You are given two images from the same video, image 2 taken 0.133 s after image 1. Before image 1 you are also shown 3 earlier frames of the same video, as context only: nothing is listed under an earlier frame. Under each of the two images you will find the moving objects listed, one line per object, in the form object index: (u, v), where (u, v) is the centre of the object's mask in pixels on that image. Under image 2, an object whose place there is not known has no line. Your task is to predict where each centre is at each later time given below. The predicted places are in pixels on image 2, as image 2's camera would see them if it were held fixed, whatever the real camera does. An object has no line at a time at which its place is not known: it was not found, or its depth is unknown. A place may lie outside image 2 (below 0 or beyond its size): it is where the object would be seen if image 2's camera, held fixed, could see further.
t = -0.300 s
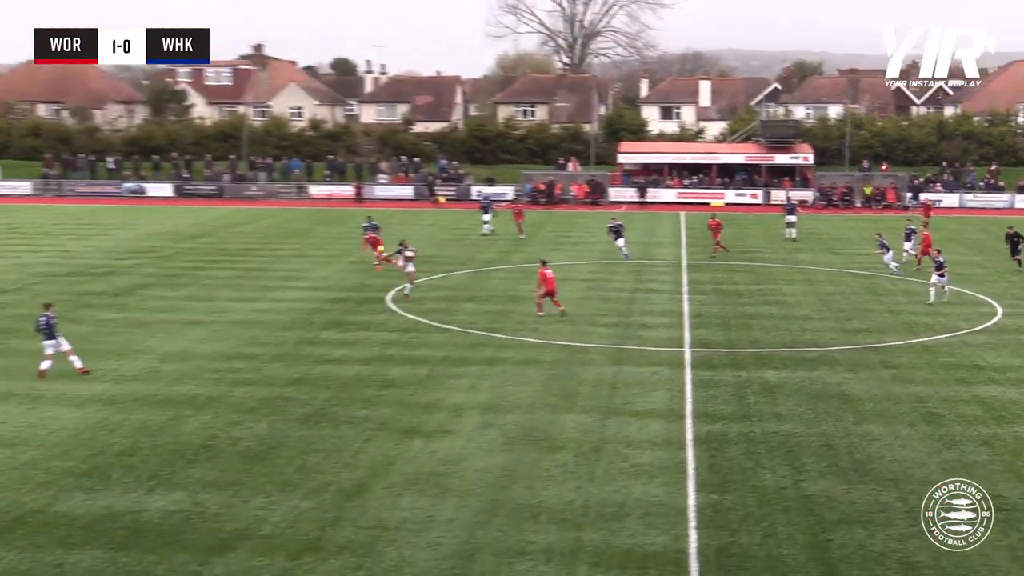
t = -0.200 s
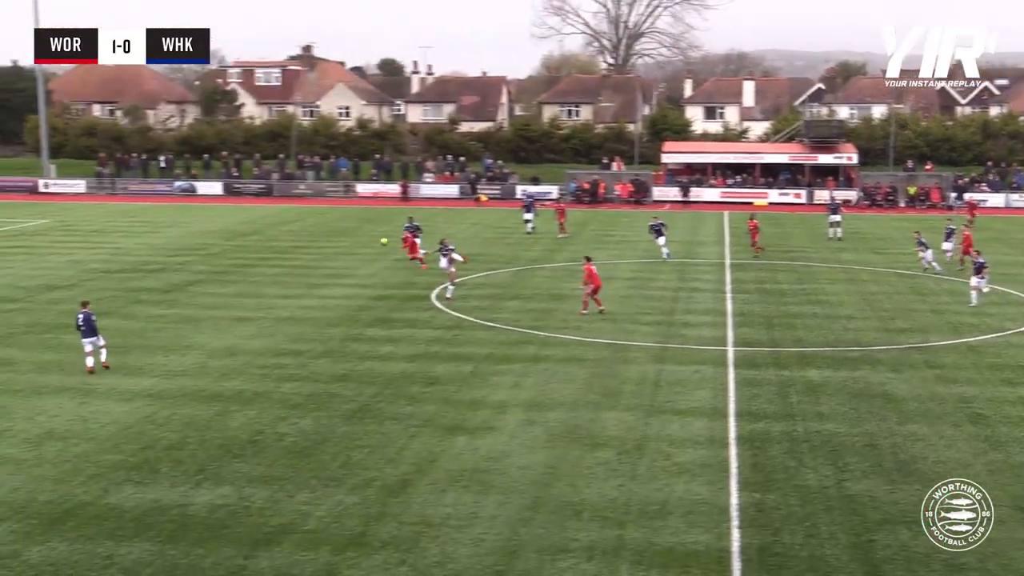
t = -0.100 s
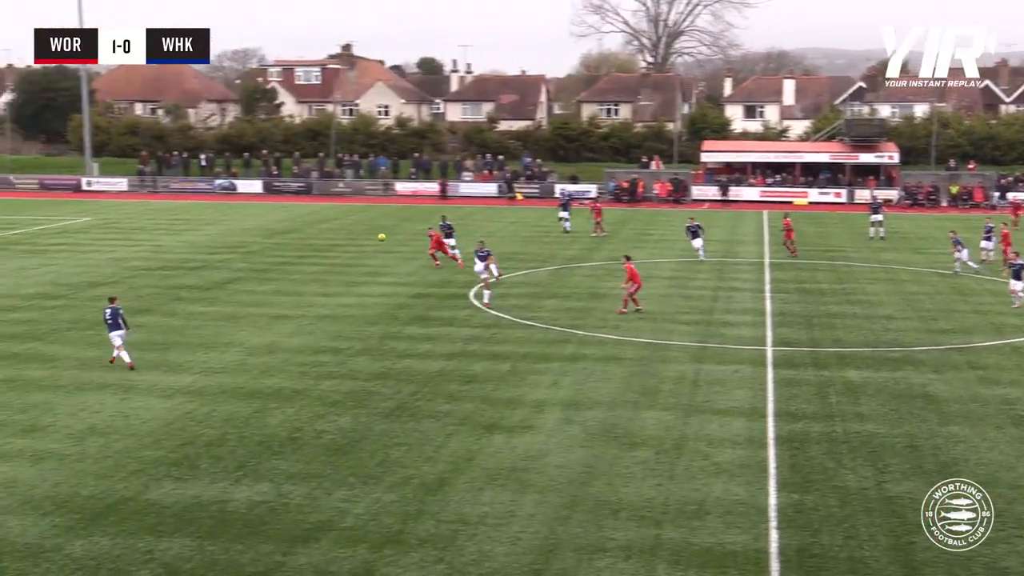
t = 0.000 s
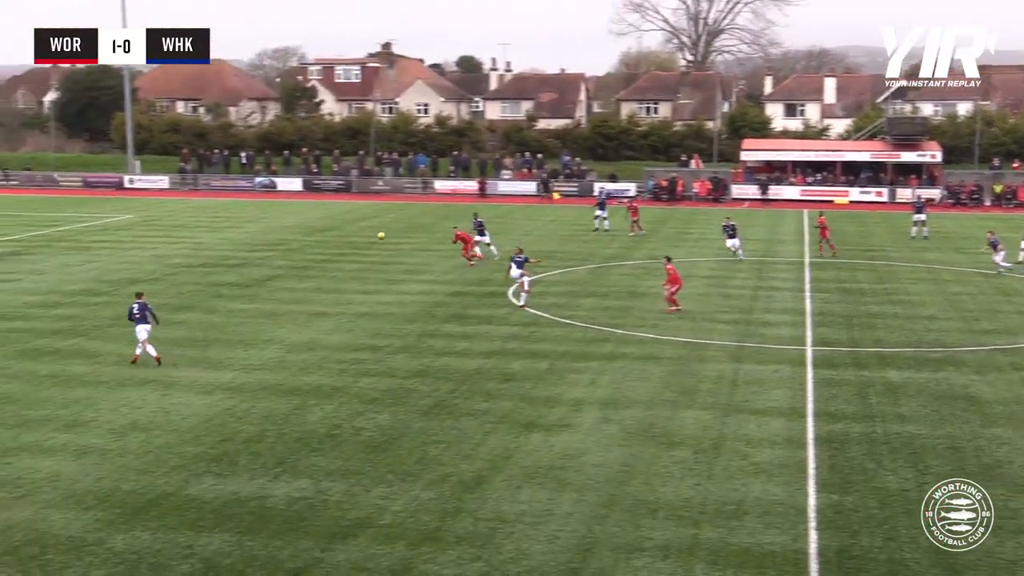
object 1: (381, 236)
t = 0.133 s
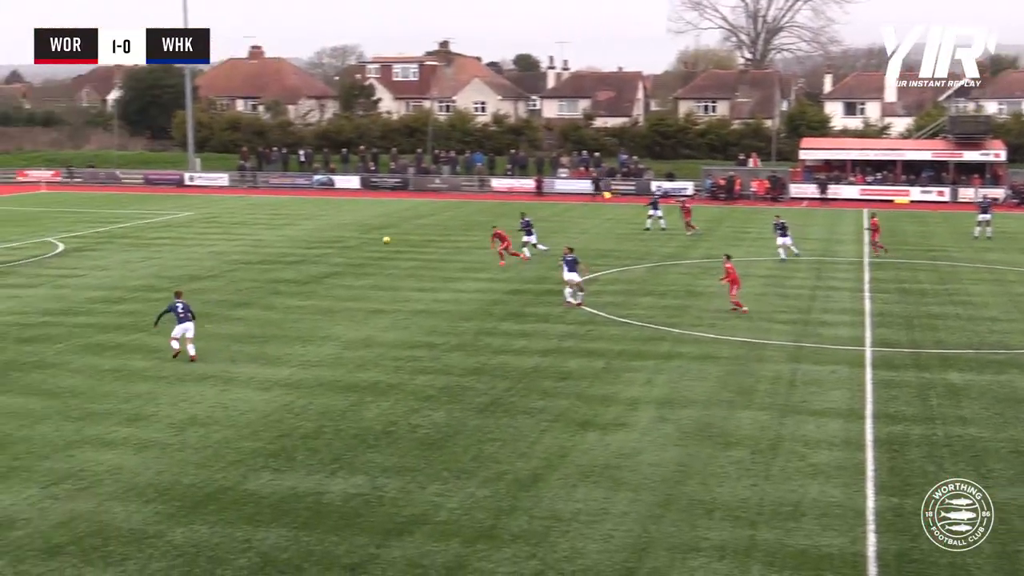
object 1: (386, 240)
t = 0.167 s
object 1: (375, 243)
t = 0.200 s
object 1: (370, 245)
